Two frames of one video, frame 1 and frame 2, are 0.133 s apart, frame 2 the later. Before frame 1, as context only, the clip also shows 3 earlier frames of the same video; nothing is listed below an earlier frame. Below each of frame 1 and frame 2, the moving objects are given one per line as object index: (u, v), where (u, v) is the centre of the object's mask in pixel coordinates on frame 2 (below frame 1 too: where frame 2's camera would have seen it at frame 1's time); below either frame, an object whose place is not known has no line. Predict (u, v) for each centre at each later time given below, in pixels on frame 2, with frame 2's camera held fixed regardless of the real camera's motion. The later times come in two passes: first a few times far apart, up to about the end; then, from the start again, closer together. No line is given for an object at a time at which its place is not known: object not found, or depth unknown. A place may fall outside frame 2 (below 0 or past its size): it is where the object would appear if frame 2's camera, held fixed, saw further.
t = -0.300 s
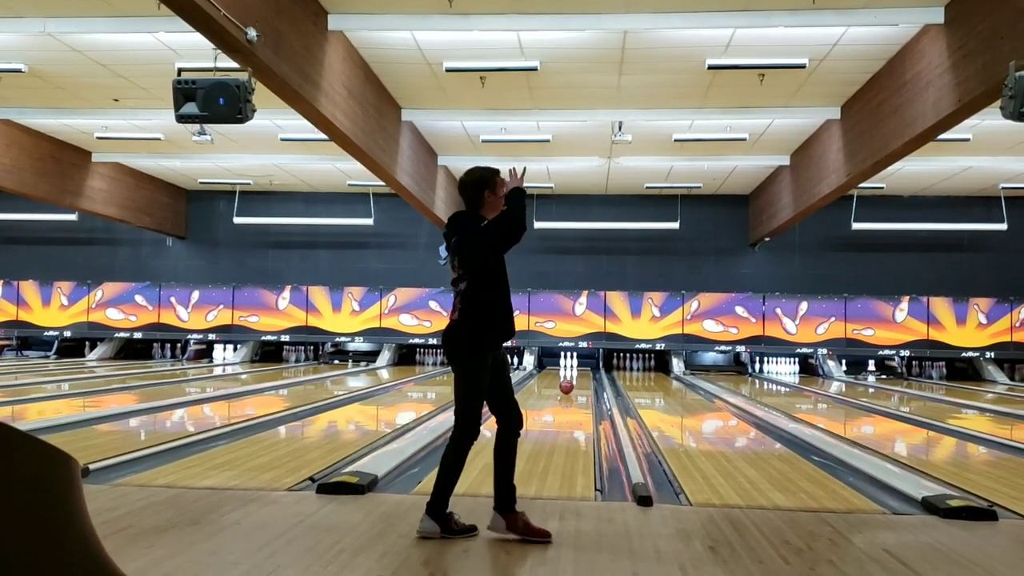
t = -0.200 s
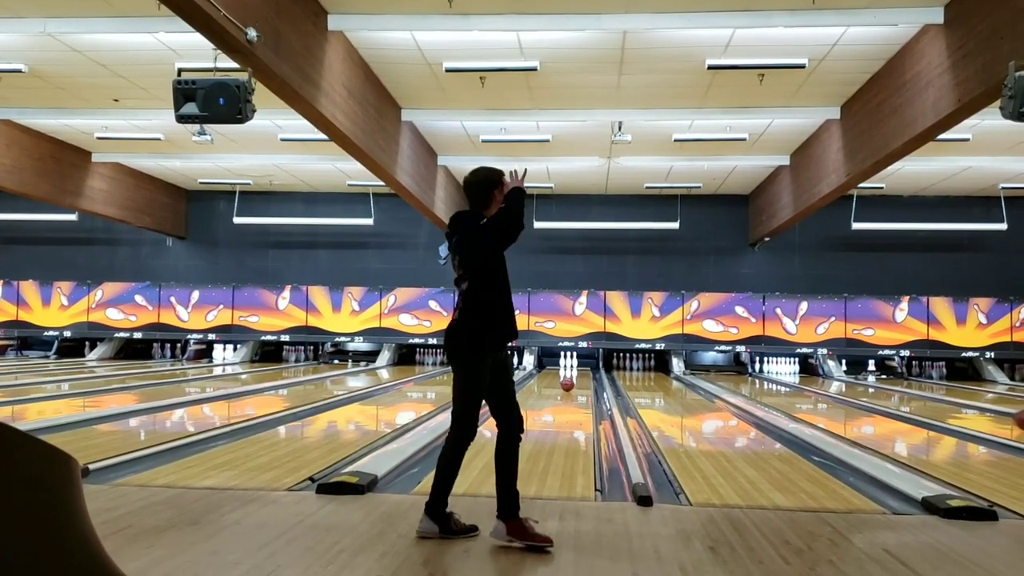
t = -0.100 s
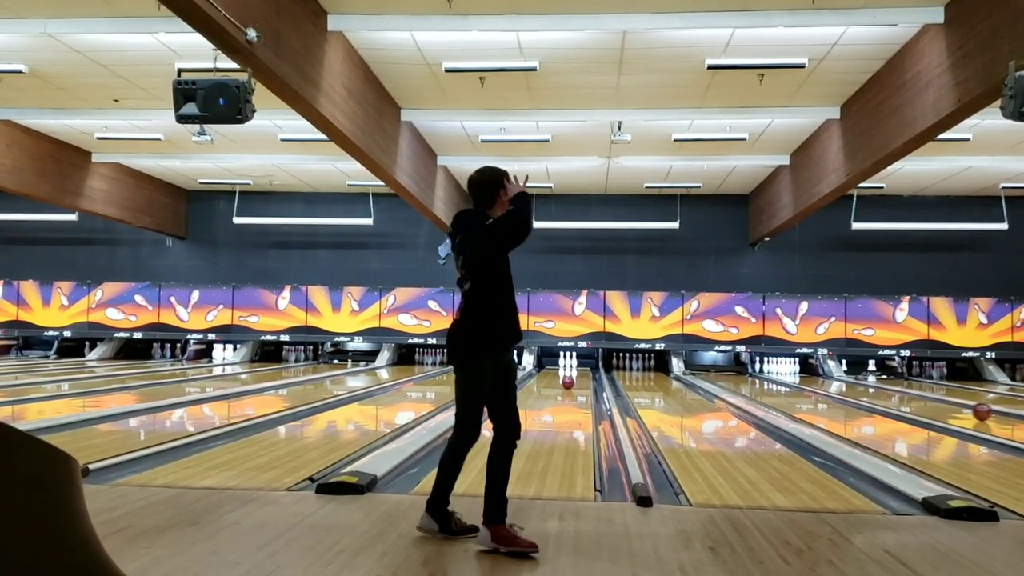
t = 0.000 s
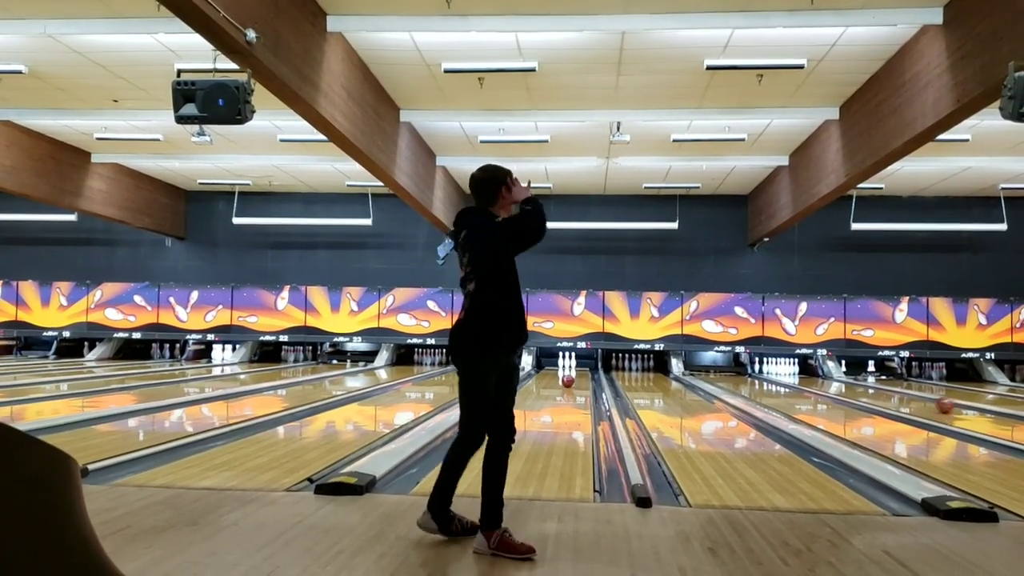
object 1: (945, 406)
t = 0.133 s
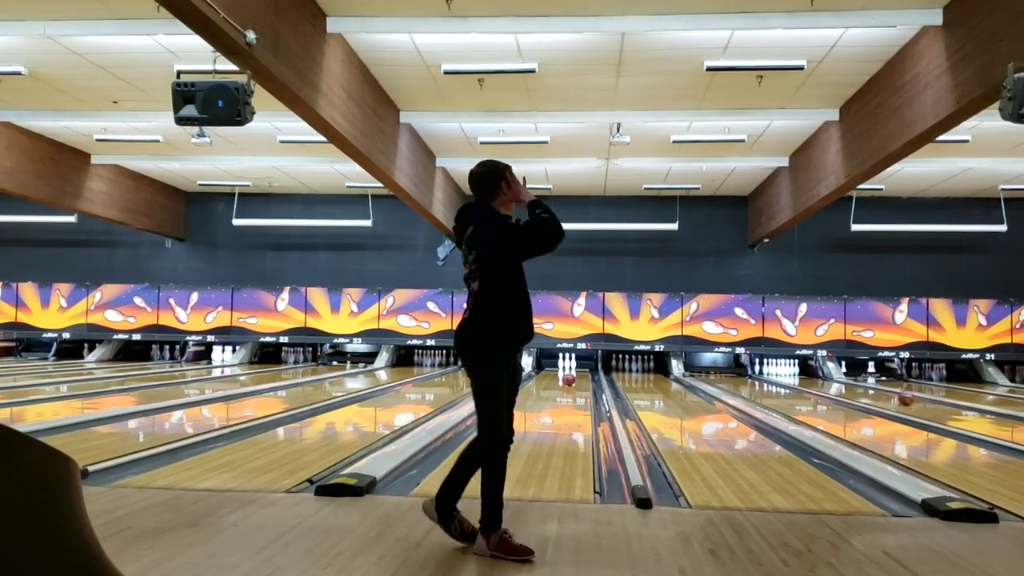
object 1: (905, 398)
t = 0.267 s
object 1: (875, 392)
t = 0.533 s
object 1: (826, 381)
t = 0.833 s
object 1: (789, 374)
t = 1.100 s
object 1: (761, 370)
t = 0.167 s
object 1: (897, 397)
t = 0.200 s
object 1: (889, 395)
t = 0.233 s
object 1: (882, 393)
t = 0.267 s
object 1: (875, 392)
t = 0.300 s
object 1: (867, 390)
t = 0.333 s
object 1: (860, 389)
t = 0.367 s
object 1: (854, 387)
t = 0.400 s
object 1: (848, 386)
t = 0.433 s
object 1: (842, 385)
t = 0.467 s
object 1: (836, 384)
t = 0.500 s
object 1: (831, 383)
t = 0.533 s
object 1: (826, 381)
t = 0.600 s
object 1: (817, 380)
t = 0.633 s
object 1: (812, 378)
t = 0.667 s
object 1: (808, 378)
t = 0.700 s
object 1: (804, 377)
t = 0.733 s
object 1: (801, 377)
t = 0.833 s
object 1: (789, 374)
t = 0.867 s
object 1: (785, 373)
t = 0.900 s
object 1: (782, 373)
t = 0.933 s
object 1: (778, 372)
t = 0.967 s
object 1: (776, 372)
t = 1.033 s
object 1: (767, 370)
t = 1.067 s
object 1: (764, 370)
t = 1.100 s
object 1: (761, 370)
